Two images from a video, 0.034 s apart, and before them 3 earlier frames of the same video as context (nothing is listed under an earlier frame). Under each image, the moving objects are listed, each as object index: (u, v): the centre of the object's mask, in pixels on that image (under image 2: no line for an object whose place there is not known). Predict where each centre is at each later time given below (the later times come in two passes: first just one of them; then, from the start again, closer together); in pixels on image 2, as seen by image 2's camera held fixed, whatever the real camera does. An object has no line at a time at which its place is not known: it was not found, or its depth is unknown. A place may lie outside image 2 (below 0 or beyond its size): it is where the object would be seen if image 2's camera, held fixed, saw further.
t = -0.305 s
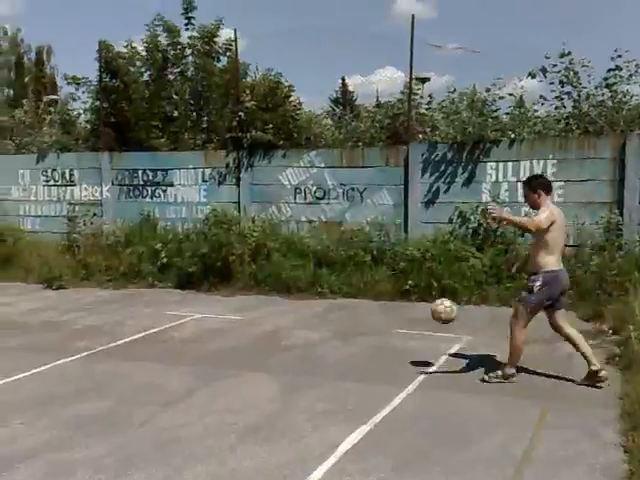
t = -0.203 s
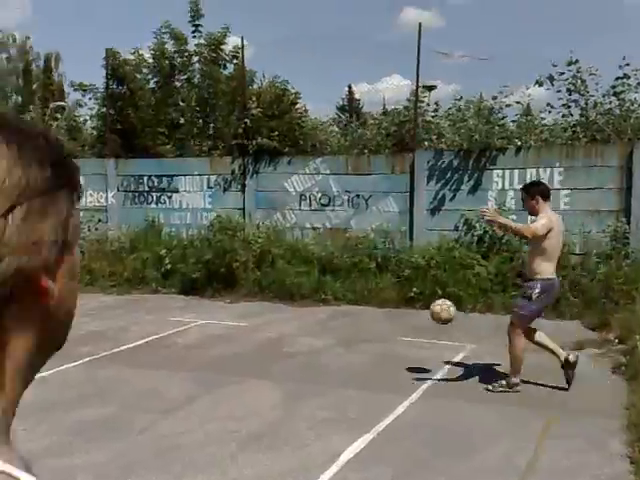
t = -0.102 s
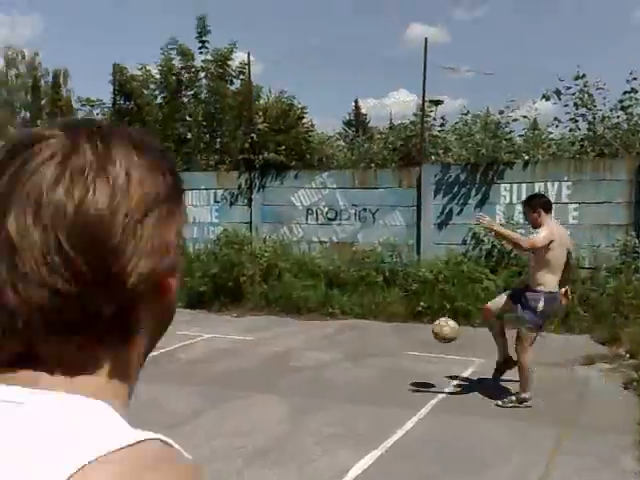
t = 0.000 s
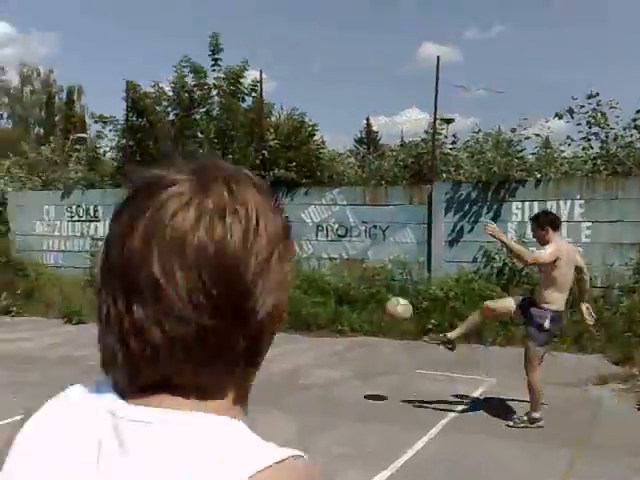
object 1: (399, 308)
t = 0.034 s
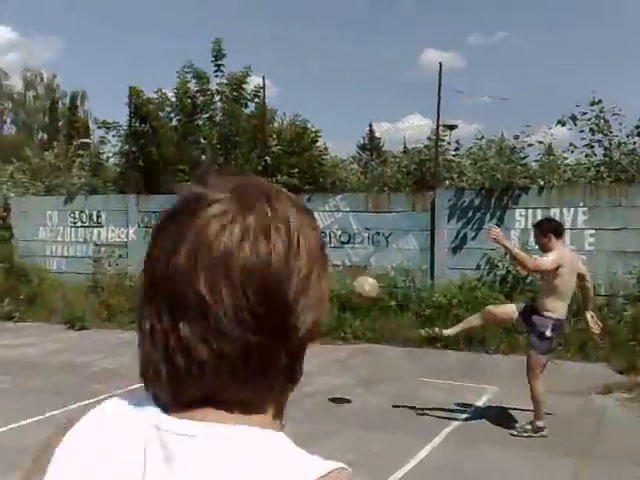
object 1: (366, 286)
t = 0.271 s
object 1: (129, 144)
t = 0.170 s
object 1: (227, 195)
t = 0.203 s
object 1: (194, 174)
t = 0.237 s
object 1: (161, 158)
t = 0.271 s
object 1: (129, 144)
